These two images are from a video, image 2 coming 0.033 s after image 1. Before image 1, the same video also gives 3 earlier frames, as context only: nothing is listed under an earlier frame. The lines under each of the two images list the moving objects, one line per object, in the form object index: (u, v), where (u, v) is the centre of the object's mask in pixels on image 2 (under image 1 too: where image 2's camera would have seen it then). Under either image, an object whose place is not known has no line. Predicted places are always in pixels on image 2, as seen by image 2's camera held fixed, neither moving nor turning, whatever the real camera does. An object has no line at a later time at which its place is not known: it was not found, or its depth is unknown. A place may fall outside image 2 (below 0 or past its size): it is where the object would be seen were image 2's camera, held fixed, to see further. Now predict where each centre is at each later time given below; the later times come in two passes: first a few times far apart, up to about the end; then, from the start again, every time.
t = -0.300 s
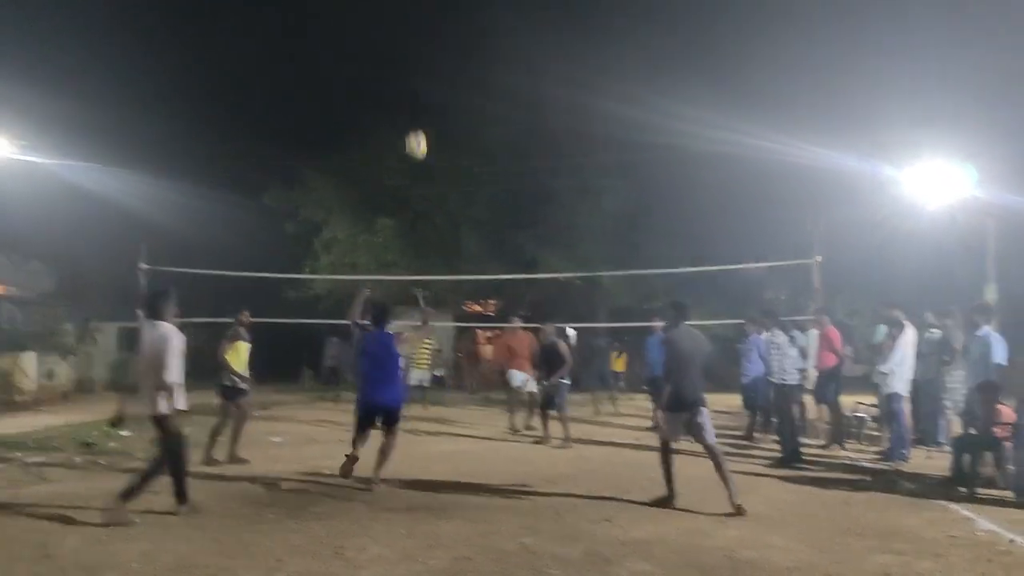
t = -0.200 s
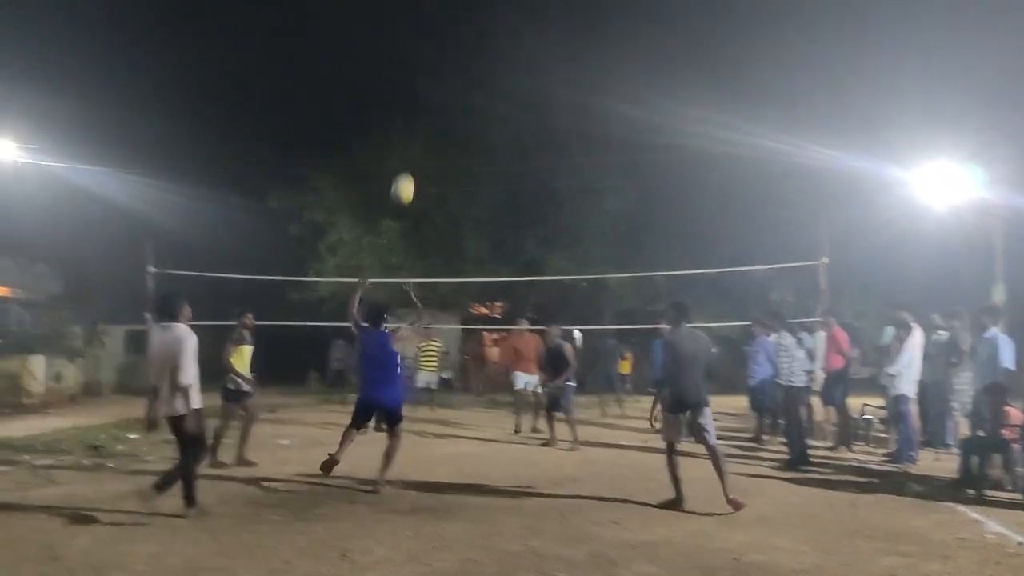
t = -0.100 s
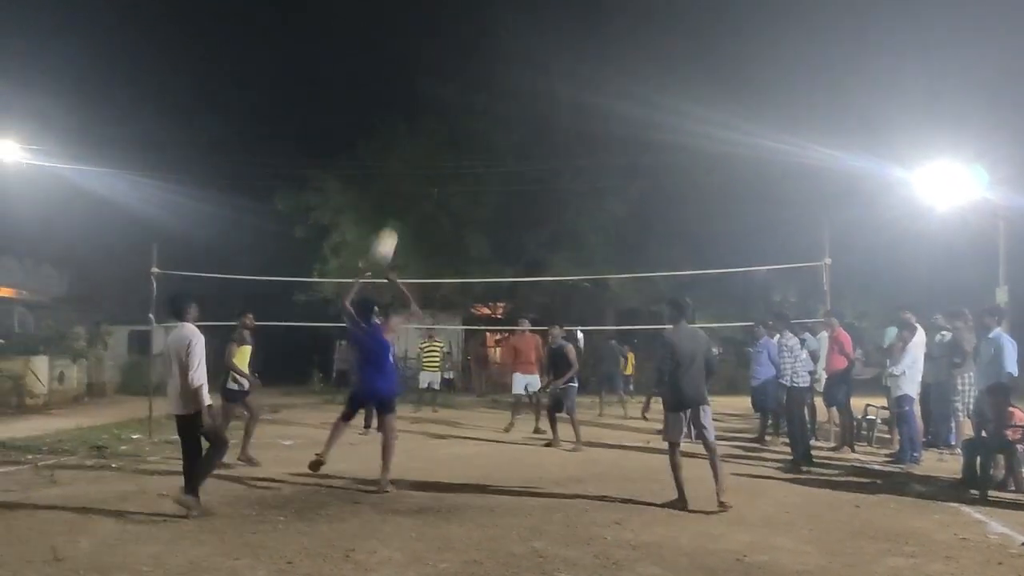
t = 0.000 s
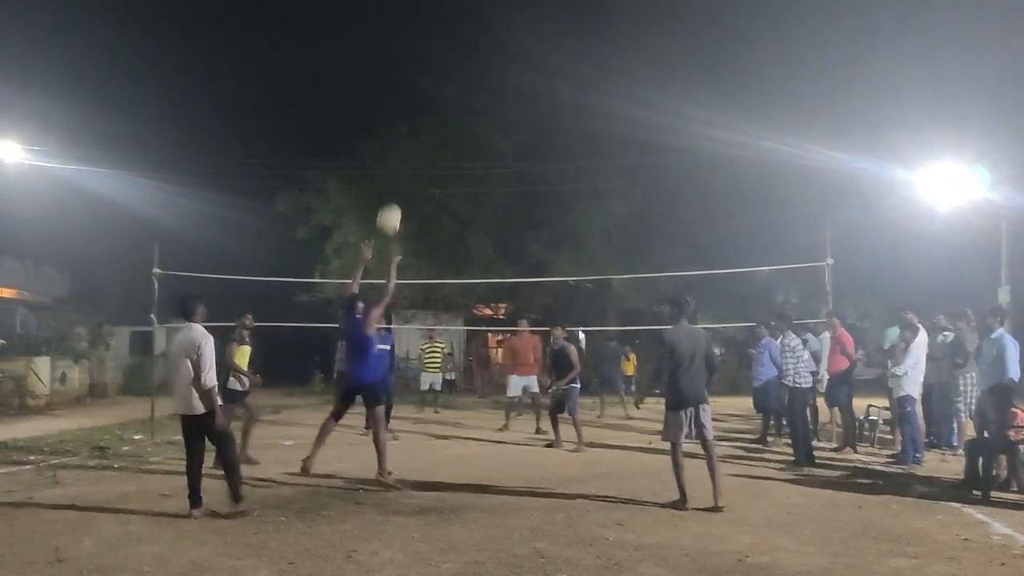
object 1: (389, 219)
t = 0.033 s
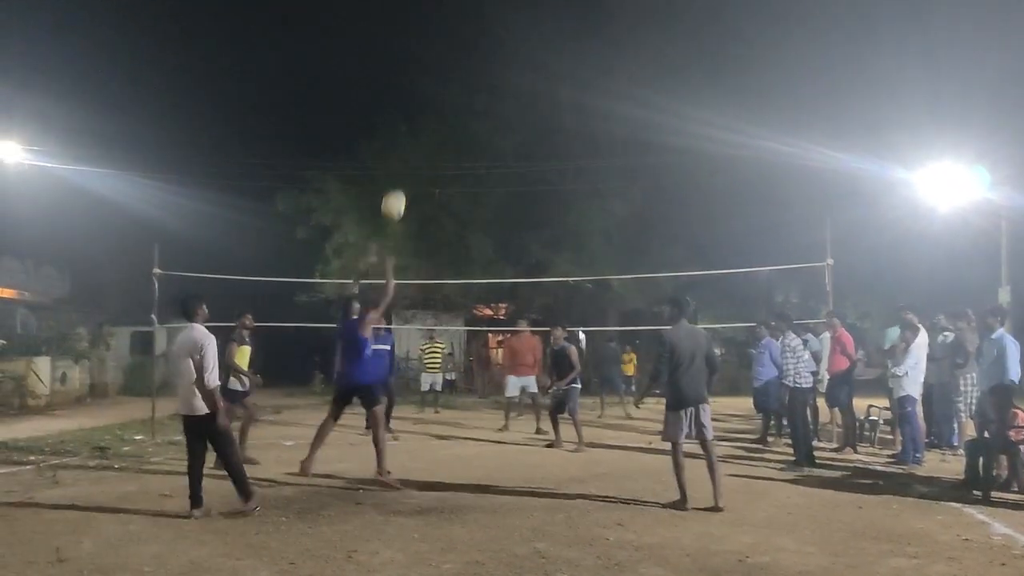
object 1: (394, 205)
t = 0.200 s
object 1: (412, 150)
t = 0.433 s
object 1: (437, 123)
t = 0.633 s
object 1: (456, 140)
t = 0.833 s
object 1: (473, 187)
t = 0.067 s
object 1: (398, 191)
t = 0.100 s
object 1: (401, 179)
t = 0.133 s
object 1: (405, 168)
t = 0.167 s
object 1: (409, 158)
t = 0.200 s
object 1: (412, 150)
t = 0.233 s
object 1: (417, 142)
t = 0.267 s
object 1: (420, 136)
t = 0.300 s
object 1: (424, 132)
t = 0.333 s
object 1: (427, 128)
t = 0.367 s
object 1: (431, 126)
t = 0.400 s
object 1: (434, 124)
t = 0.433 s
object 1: (437, 123)
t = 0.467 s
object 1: (440, 123)
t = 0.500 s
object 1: (444, 125)
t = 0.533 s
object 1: (447, 127)
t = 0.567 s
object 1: (450, 130)
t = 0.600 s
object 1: (453, 134)
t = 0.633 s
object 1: (456, 140)
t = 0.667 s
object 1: (459, 146)
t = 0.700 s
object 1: (462, 152)
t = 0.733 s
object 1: (465, 160)
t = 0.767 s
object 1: (468, 169)
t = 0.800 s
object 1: (470, 177)
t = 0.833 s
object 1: (473, 187)
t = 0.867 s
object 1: (476, 198)
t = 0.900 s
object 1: (478, 210)
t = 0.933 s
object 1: (481, 221)
